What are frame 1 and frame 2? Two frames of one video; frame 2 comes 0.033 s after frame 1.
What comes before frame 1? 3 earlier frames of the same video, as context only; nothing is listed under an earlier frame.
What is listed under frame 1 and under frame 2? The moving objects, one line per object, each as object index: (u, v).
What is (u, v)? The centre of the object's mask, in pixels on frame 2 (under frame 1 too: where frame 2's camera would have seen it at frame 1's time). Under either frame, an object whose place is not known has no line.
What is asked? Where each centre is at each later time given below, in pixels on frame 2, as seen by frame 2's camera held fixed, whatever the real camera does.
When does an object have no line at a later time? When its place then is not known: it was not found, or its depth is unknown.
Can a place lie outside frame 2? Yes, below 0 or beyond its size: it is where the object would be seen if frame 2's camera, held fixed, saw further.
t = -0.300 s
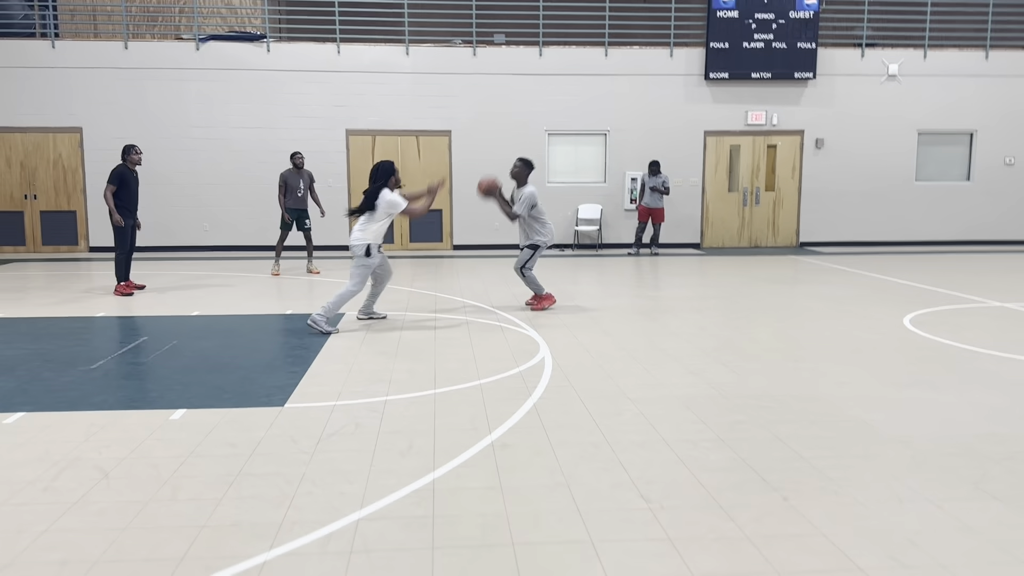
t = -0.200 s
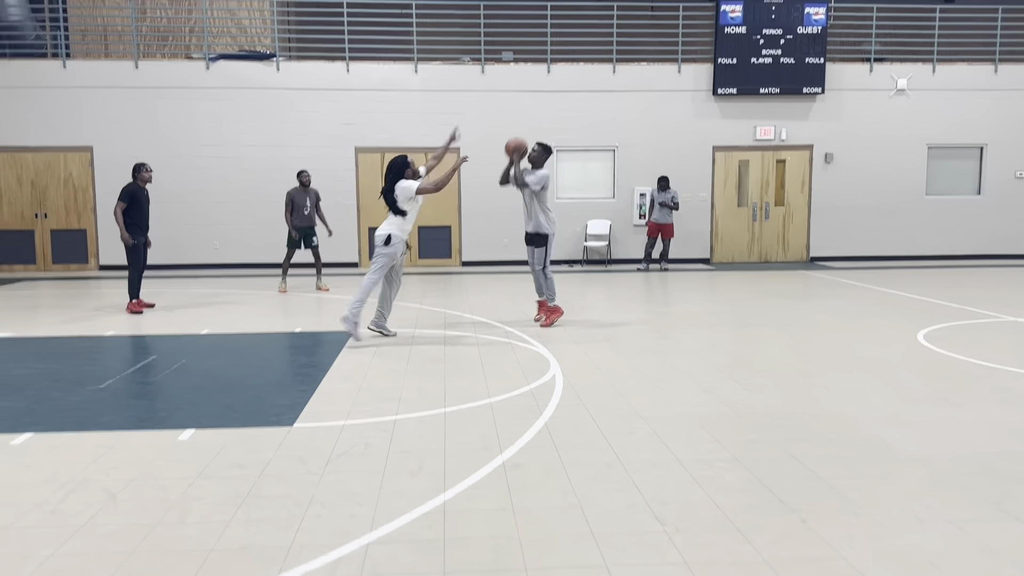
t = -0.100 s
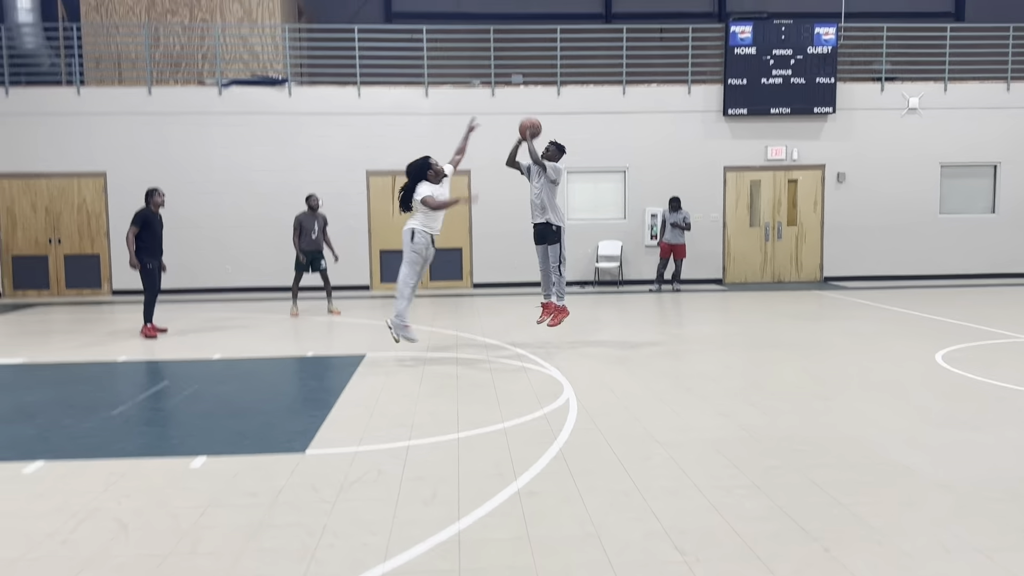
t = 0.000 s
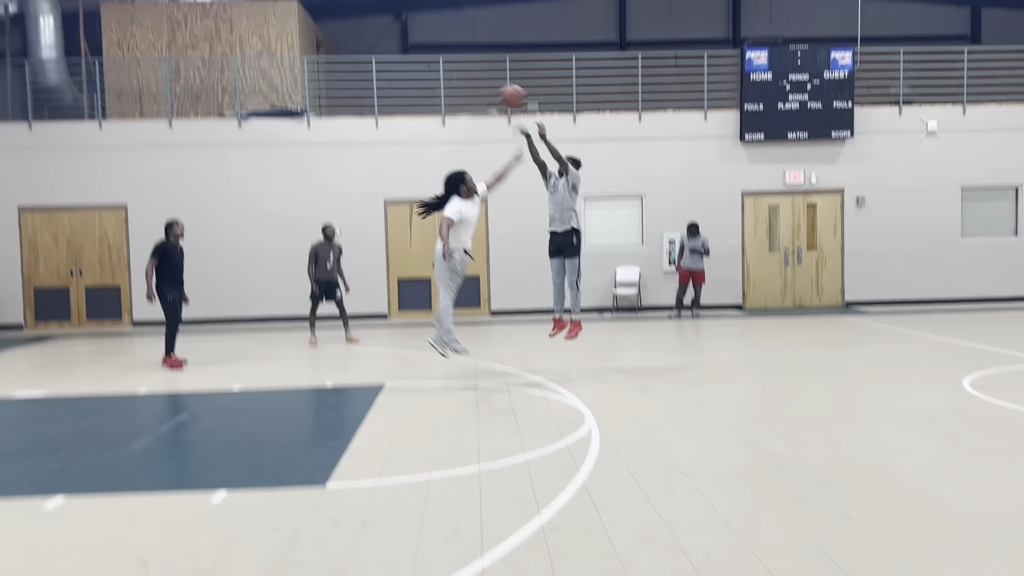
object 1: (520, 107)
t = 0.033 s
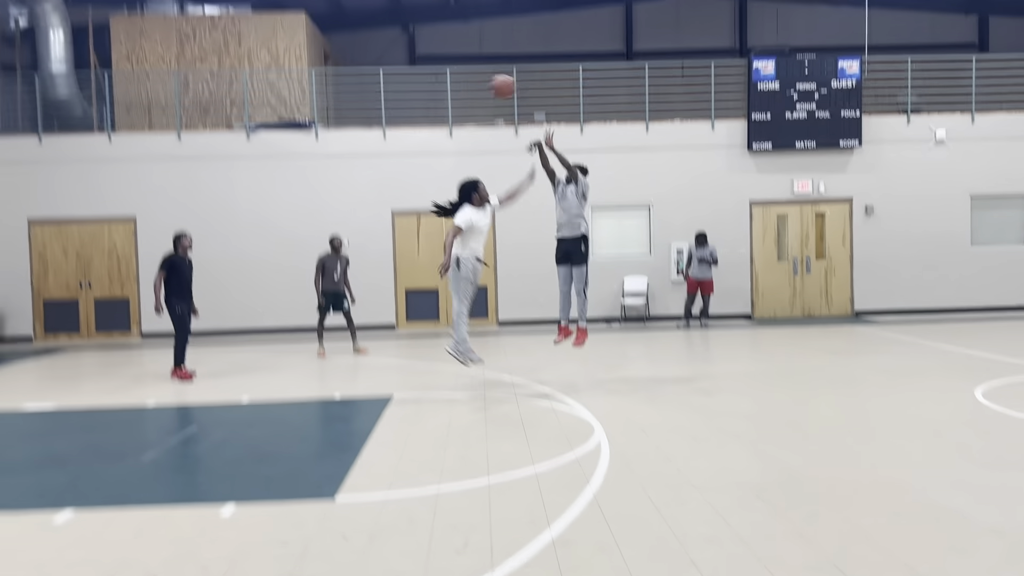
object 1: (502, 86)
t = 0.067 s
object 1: (486, 66)
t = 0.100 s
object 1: (469, 48)
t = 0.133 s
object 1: (452, 30)
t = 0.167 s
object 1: (434, 12)
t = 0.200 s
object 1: (418, -3)
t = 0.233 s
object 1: (400, -18)
